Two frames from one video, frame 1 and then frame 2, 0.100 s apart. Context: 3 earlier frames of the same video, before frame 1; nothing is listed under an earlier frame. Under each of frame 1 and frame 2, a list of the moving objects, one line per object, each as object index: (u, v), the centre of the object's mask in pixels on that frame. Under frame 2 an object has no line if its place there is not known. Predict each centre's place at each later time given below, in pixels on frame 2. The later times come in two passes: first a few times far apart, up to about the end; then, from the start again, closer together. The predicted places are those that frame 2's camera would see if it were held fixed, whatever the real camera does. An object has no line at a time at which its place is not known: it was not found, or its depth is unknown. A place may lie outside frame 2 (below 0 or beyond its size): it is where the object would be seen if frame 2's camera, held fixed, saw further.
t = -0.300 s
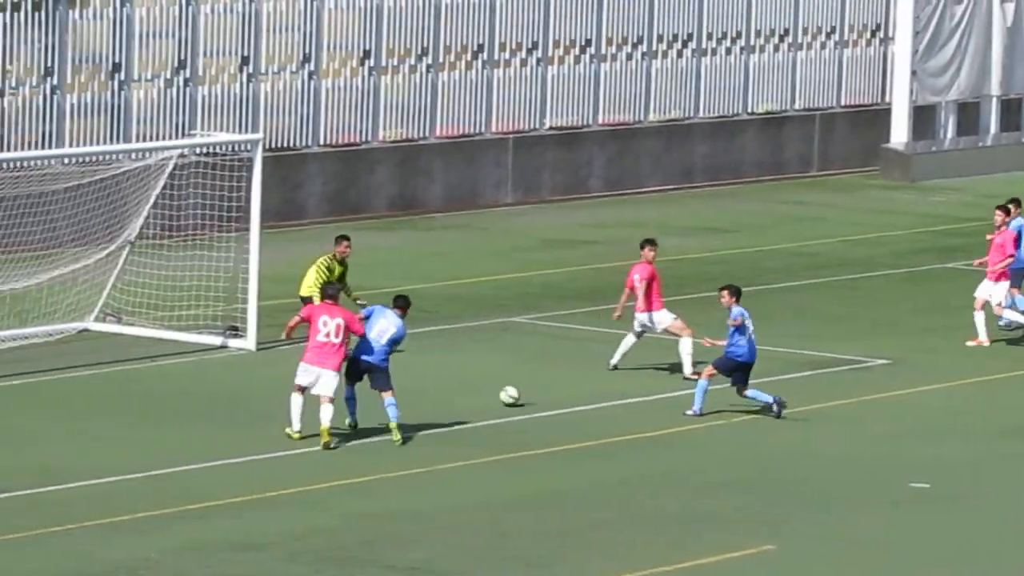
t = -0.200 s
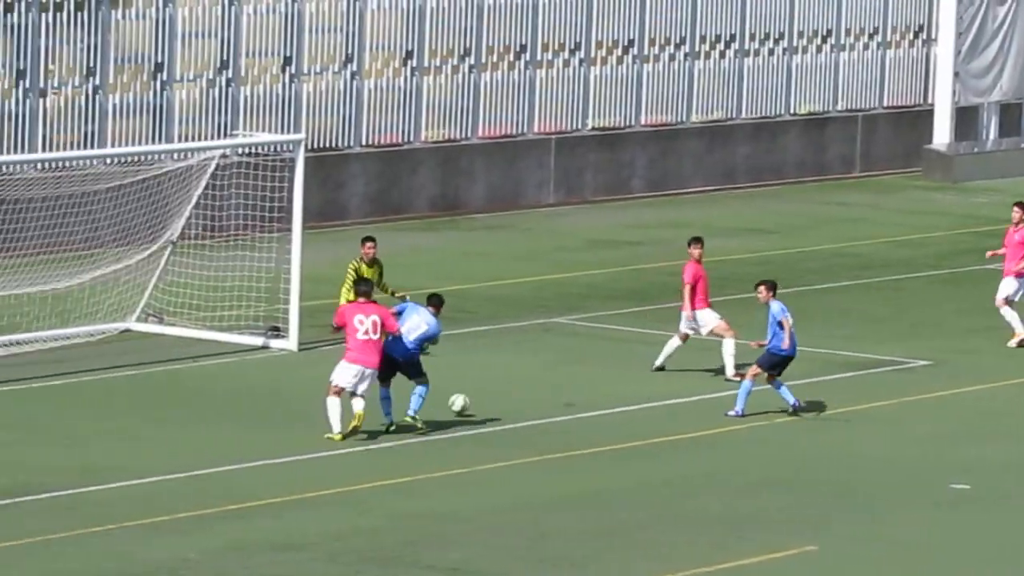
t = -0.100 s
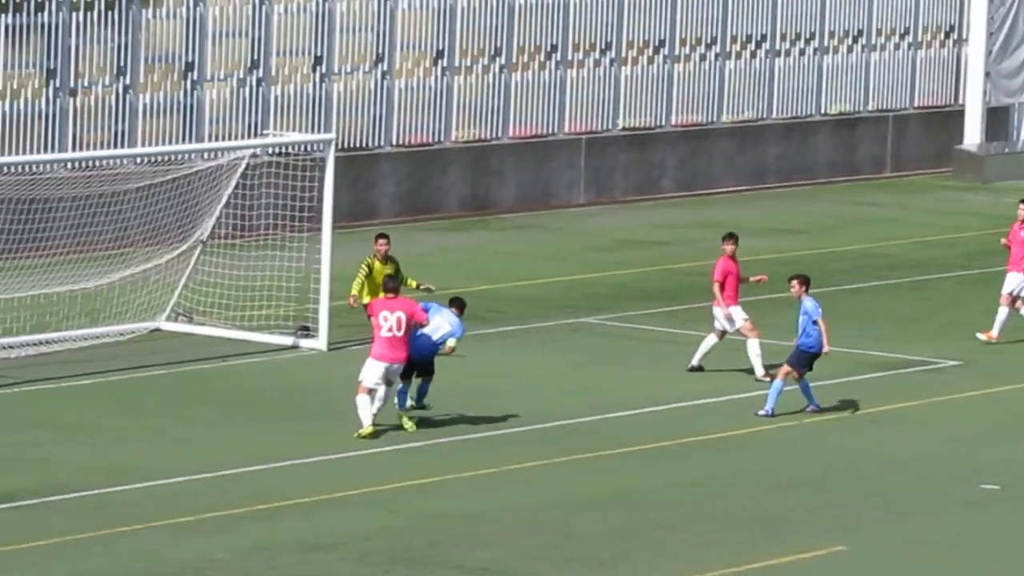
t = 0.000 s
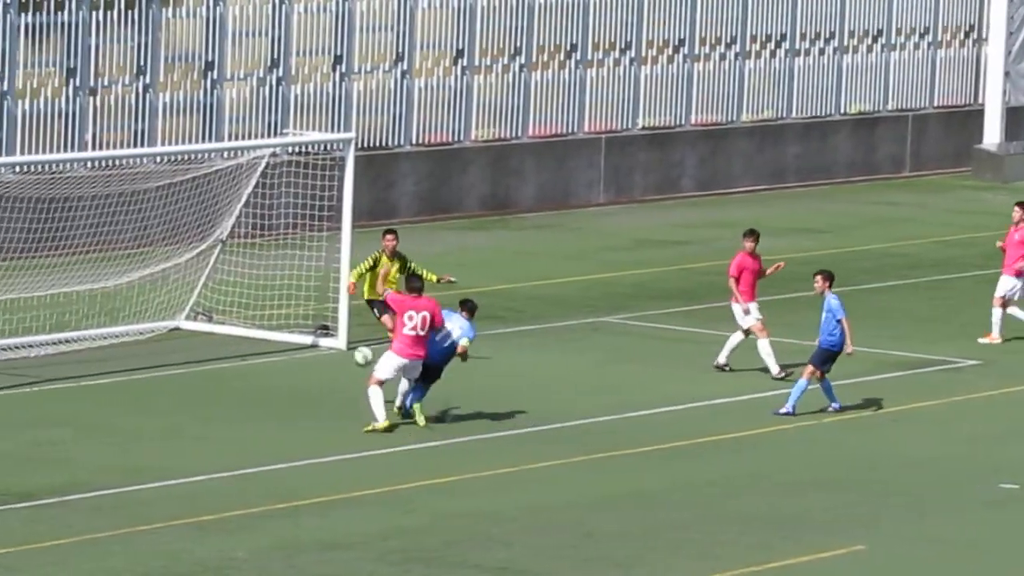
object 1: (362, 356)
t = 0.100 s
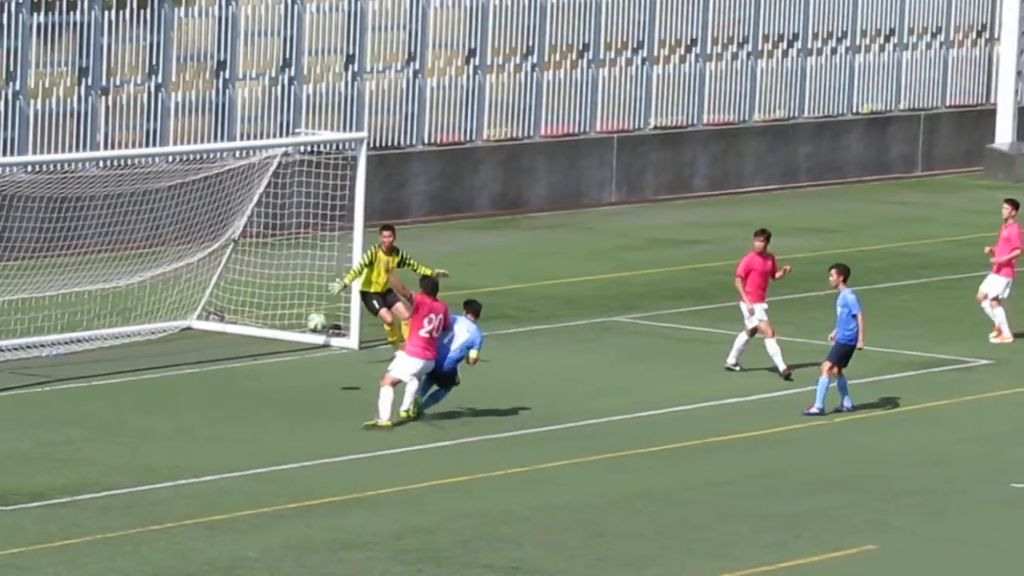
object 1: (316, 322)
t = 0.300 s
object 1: (201, 291)
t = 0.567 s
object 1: (61, 311)
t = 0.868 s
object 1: (43, 318)
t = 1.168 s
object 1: (61, 326)
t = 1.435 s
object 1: (66, 323)
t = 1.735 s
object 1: (80, 323)
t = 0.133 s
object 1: (297, 314)
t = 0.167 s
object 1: (278, 306)
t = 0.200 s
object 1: (258, 302)
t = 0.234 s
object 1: (238, 296)
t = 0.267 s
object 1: (220, 293)
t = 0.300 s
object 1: (201, 291)
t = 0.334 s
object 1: (183, 290)
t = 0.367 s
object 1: (163, 290)
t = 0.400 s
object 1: (146, 290)
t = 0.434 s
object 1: (126, 294)
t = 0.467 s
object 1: (109, 297)
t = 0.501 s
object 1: (91, 301)
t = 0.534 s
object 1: (74, 306)
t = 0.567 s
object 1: (61, 311)
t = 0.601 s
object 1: (56, 315)
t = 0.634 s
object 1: (52, 319)
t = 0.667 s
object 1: (48, 322)
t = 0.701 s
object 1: (46, 326)
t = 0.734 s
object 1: (45, 322)
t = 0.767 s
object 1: (42, 321)
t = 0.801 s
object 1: (42, 319)
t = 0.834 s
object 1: (41, 318)
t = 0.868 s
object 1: (43, 318)
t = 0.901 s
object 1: (44, 319)
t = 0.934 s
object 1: (45, 320)
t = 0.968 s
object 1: (46, 322)
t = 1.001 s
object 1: (51, 323)
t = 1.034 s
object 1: (55, 325)
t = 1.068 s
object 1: (58, 327)
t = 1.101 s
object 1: (61, 328)
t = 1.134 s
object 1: (60, 327)
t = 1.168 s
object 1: (61, 326)
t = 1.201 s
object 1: (63, 326)
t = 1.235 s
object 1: (65, 325)
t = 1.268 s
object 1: (66, 325)
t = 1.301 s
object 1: (65, 325)
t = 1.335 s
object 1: (66, 325)
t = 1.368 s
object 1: (66, 324)
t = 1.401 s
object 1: (66, 324)
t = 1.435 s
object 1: (66, 323)
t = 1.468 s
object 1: (66, 323)
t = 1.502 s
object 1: (68, 322)
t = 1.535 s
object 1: (71, 321)
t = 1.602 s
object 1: (72, 322)
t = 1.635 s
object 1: (74, 322)
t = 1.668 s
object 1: (73, 322)
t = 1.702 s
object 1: (74, 322)
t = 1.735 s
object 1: (80, 323)
